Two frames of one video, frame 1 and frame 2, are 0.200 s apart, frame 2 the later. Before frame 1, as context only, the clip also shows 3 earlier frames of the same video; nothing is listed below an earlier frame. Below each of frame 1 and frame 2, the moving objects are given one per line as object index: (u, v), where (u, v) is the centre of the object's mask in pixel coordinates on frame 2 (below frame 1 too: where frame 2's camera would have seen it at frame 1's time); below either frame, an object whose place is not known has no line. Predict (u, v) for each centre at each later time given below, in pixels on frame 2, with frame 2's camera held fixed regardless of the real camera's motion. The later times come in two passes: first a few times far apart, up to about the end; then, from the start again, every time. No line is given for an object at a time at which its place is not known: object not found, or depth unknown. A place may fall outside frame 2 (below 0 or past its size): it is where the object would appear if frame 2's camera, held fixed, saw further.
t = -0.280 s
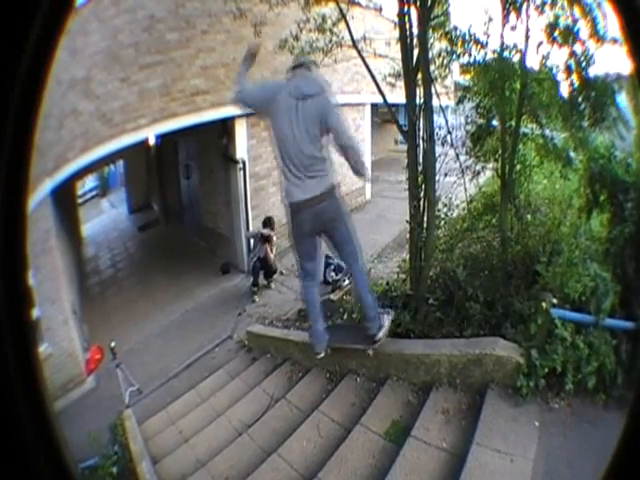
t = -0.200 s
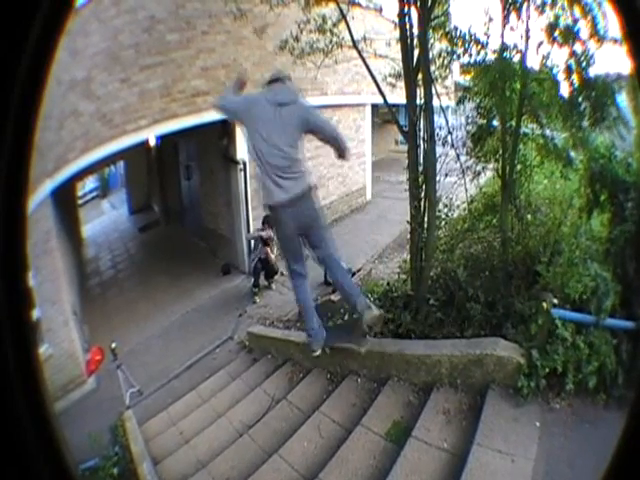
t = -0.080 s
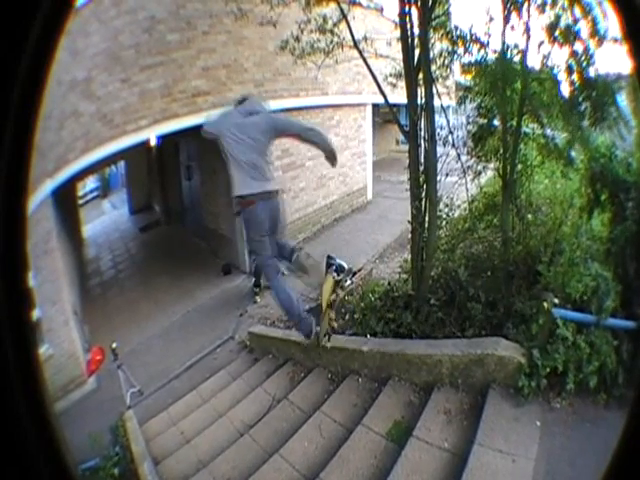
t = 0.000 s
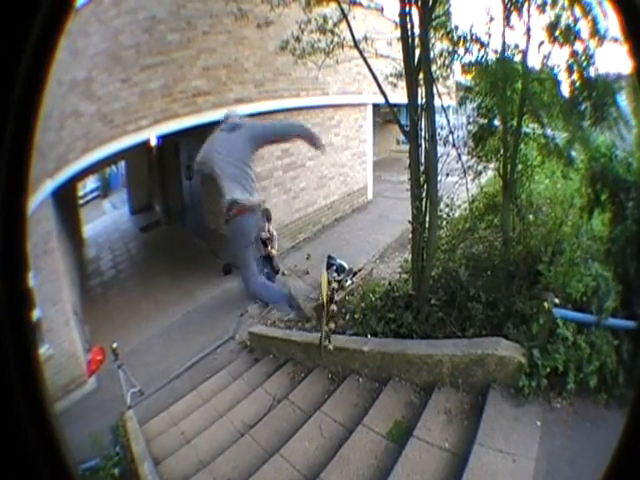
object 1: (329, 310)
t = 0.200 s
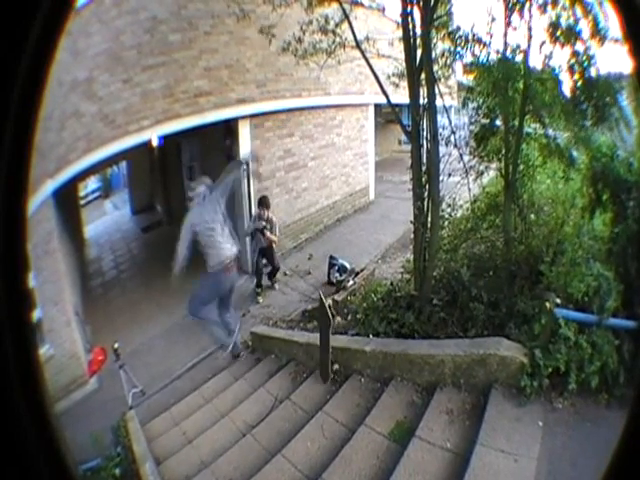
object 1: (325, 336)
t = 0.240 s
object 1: (326, 336)
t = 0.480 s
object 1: (340, 360)
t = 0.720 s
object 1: (351, 385)
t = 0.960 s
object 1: (349, 385)
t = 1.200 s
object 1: (344, 380)
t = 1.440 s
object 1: (340, 378)
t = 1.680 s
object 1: (340, 377)
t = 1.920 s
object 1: (341, 377)
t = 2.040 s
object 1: (341, 377)
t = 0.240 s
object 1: (326, 336)
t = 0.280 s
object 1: (328, 339)
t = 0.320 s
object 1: (330, 340)
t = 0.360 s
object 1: (332, 342)
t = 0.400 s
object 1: (334, 346)
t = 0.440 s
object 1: (337, 352)
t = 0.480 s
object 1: (340, 360)
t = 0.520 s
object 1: (342, 367)
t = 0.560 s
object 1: (348, 375)
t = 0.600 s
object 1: (349, 383)
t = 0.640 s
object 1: (348, 388)
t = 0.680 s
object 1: (350, 387)
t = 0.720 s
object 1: (351, 385)
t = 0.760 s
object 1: (351, 385)
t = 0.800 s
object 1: (351, 385)
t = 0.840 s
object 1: (350, 385)
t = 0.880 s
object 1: (351, 386)
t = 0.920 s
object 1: (350, 386)
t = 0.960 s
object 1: (349, 385)
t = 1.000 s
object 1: (348, 384)
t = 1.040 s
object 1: (347, 383)
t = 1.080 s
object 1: (347, 383)
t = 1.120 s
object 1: (346, 382)
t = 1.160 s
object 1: (344, 382)
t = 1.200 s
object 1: (344, 380)
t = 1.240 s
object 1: (343, 380)
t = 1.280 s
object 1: (342, 379)
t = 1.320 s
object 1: (342, 379)
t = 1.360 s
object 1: (341, 378)
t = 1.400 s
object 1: (341, 378)
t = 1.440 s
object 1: (340, 378)
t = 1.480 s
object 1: (340, 378)
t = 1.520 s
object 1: (340, 377)
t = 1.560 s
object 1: (340, 377)
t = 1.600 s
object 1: (340, 377)
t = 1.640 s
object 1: (340, 377)
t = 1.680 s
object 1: (340, 377)
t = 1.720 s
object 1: (340, 377)
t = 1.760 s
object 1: (340, 377)
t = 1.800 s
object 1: (340, 377)
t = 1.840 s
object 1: (340, 377)
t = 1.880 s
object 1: (341, 377)
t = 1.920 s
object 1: (341, 377)
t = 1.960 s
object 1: (341, 377)
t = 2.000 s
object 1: (340, 377)
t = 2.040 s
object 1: (341, 377)
